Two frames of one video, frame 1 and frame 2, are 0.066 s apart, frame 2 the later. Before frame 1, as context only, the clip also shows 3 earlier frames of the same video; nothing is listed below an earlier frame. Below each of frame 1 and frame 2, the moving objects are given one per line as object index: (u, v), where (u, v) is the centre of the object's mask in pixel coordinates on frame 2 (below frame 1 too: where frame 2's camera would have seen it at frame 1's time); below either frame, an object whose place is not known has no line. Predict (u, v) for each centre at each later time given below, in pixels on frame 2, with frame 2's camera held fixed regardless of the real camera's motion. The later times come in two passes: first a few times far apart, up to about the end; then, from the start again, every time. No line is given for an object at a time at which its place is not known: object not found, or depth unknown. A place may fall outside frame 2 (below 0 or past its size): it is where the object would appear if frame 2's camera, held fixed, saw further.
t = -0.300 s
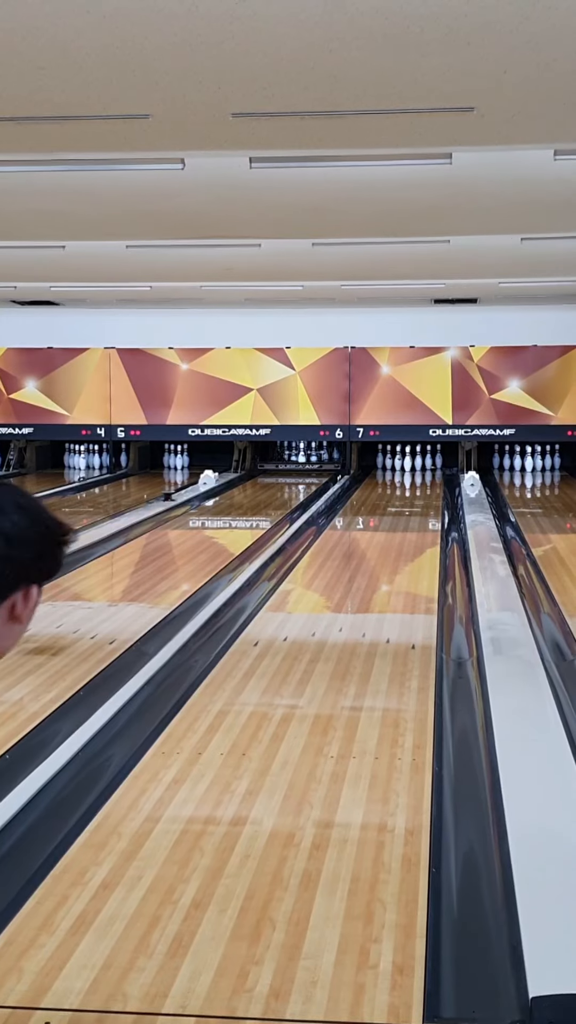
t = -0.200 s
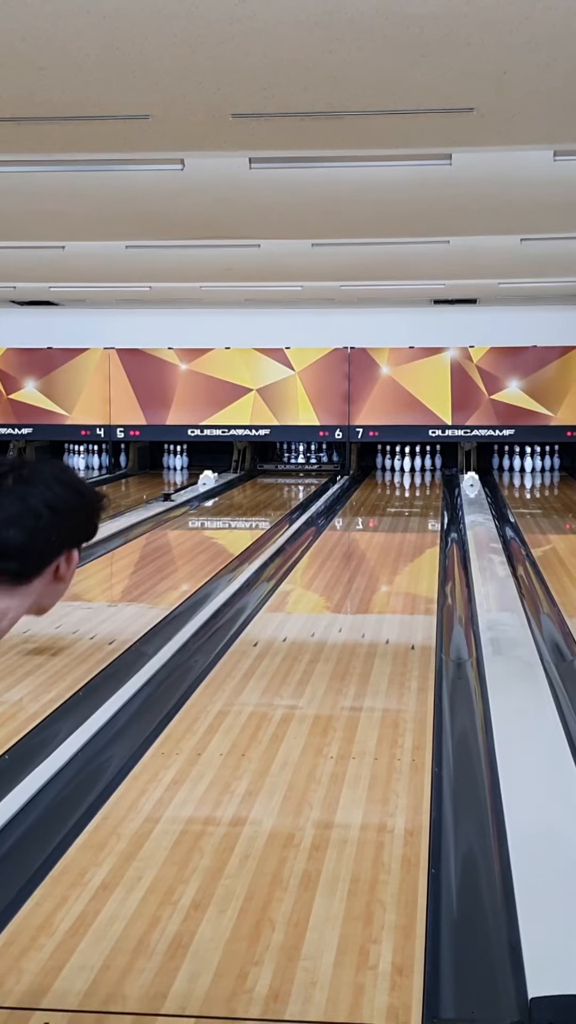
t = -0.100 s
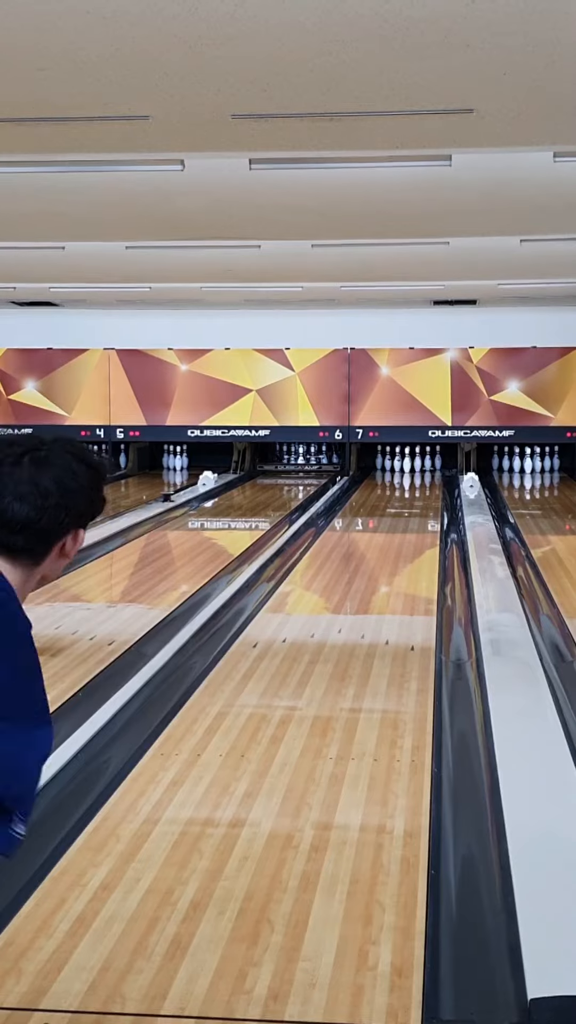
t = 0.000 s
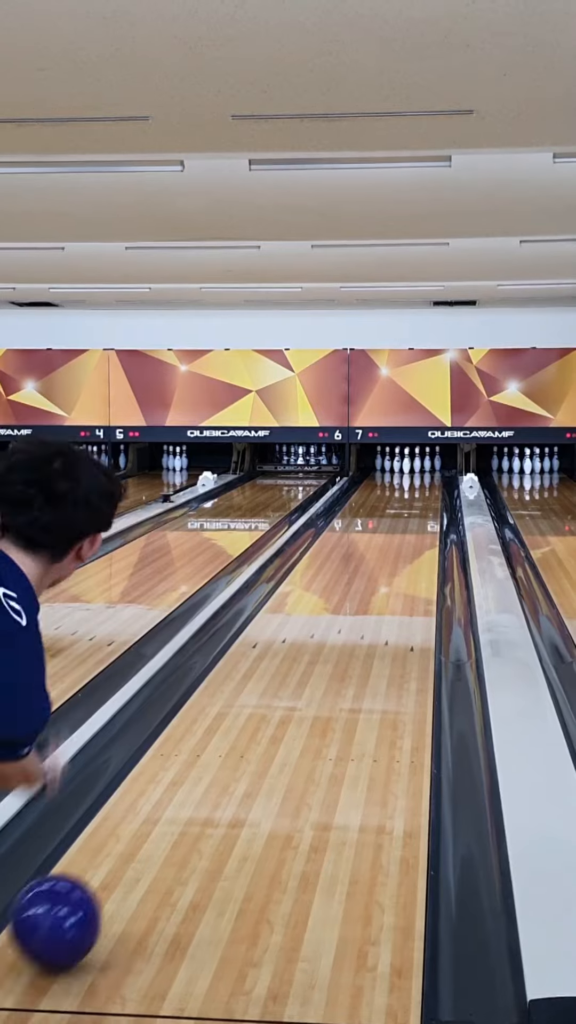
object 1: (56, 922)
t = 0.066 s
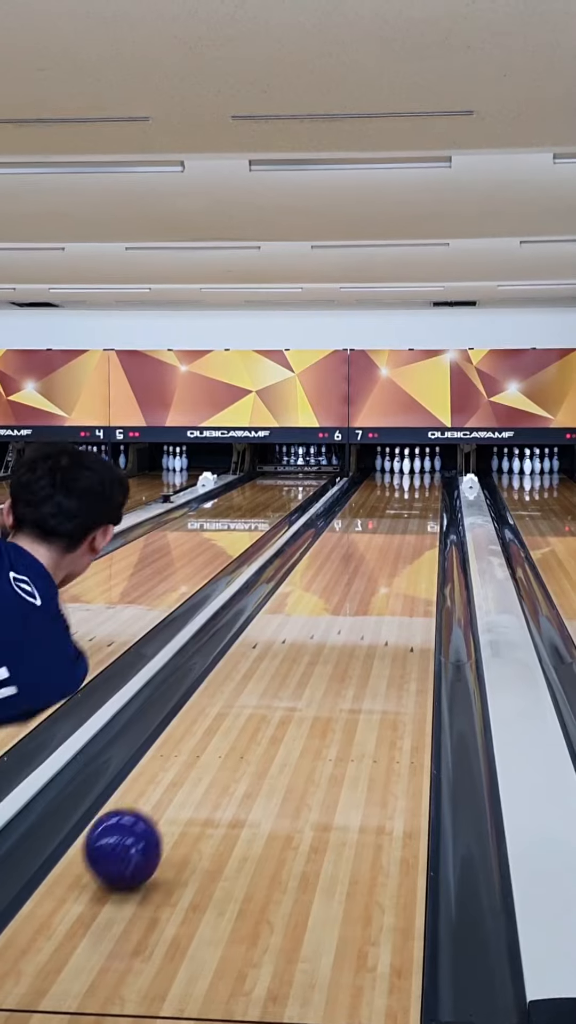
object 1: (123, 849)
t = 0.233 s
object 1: (232, 728)
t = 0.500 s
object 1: (322, 626)
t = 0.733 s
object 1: (365, 577)
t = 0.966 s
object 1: (392, 544)
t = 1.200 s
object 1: (411, 521)
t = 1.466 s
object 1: (425, 502)
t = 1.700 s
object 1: (431, 489)
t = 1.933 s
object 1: (429, 479)
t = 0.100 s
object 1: (151, 819)
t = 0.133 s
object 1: (175, 792)
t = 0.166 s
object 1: (197, 768)
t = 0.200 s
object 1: (216, 747)
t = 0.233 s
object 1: (232, 728)
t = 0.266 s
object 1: (247, 711)
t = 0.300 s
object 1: (261, 695)
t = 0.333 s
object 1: (274, 681)
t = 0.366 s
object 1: (285, 668)
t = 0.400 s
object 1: (295, 657)
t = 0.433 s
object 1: (305, 645)
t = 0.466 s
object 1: (314, 636)
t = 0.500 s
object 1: (322, 626)
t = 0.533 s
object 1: (329, 618)
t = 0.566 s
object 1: (336, 610)
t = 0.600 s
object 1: (343, 602)
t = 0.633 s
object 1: (349, 596)
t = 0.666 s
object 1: (354, 589)
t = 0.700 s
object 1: (360, 583)
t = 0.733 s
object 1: (365, 577)
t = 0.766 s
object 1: (369, 571)
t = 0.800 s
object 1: (374, 566)
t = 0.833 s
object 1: (378, 561)
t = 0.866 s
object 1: (382, 557)
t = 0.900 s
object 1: (386, 552)
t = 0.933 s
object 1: (389, 548)
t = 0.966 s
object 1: (392, 544)
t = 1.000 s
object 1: (395, 540)
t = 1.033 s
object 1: (398, 537)
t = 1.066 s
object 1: (401, 533)
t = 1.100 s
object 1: (404, 530)
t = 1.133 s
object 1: (407, 527)
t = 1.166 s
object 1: (409, 524)
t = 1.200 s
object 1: (411, 521)
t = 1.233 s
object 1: (413, 518)
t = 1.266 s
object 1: (415, 516)
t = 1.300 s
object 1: (417, 513)
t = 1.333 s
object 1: (419, 510)
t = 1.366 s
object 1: (421, 508)
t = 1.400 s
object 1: (422, 506)
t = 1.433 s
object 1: (424, 504)
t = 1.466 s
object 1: (425, 502)
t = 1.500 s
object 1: (426, 500)
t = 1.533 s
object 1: (428, 498)
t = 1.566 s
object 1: (429, 496)
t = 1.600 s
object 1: (429, 494)
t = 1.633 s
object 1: (430, 492)
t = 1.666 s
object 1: (431, 490)
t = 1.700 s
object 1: (431, 489)
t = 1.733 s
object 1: (431, 487)
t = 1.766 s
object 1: (431, 486)
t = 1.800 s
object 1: (431, 484)
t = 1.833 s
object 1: (430, 483)
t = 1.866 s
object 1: (430, 481)
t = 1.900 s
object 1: (429, 480)
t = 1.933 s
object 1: (429, 479)
